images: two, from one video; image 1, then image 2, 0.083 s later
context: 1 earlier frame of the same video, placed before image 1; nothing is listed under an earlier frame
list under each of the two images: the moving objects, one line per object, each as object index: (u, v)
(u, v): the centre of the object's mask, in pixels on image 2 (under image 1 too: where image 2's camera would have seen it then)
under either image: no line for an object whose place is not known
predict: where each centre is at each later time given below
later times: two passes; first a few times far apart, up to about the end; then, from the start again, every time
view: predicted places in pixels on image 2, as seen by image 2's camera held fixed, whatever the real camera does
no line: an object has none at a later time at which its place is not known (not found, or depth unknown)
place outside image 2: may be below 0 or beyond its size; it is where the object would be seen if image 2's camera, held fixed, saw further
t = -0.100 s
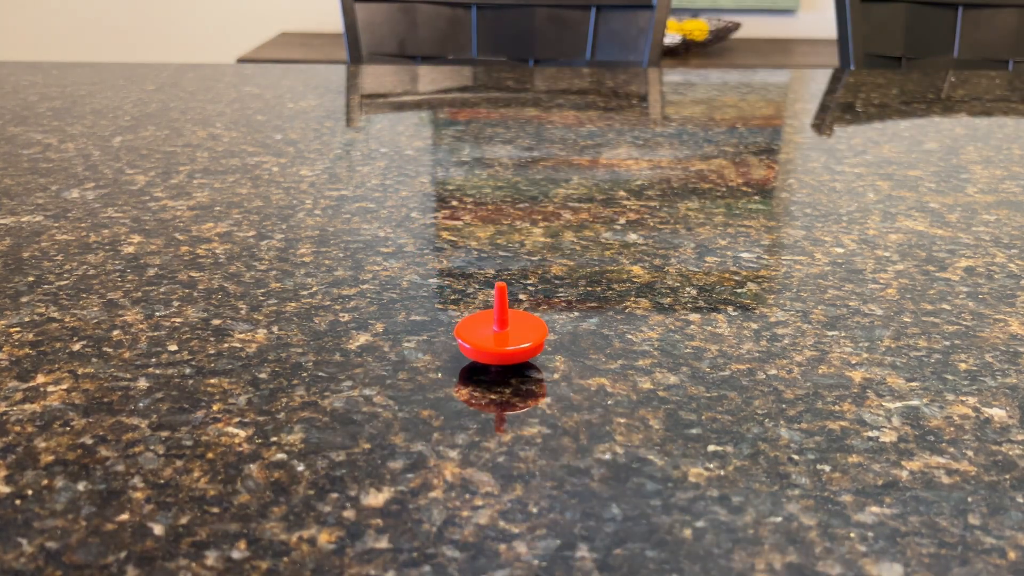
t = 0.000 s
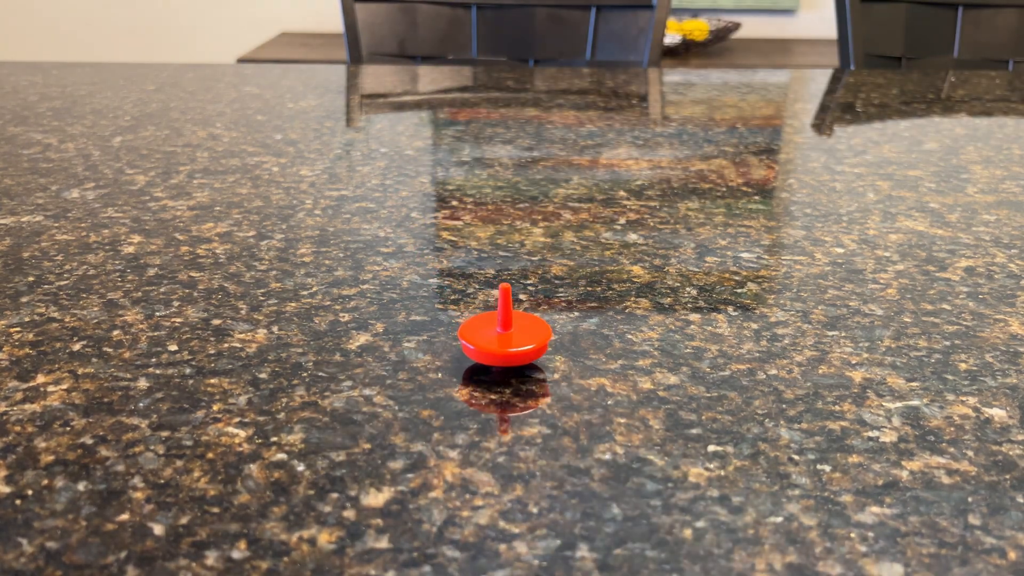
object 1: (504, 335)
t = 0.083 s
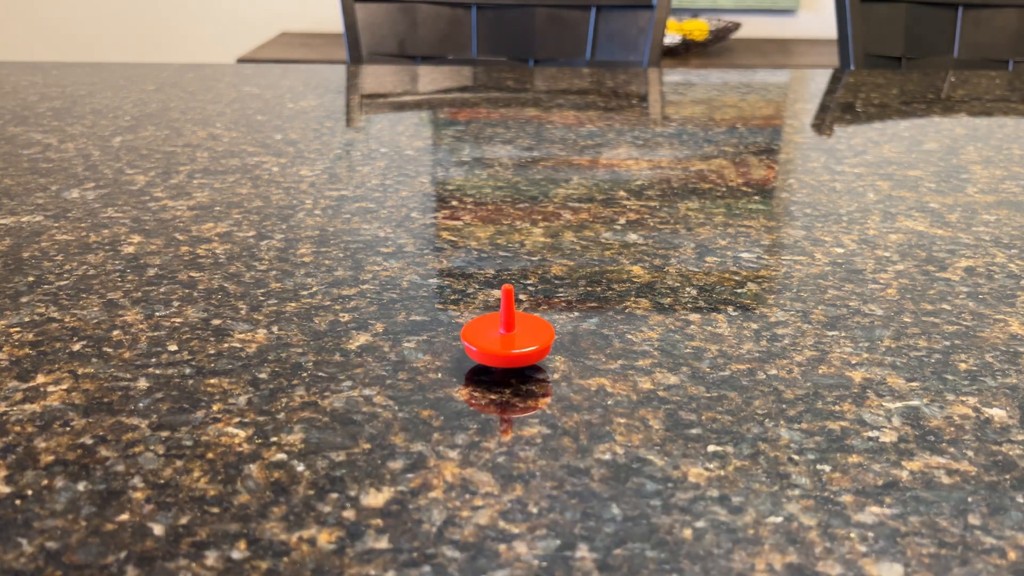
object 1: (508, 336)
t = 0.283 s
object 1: (515, 339)
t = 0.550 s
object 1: (530, 344)
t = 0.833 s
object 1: (551, 350)
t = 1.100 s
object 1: (576, 357)
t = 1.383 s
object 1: (606, 365)
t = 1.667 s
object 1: (641, 375)
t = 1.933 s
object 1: (678, 385)
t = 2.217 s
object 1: (720, 397)
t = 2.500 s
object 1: (764, 409)
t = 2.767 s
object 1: (806, 422)
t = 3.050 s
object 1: (854, 438)
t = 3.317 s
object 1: (901, 454)
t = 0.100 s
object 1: (509, 336)
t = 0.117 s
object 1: (509, 336)
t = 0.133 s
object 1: (510, 337)
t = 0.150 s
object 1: (510, 337)
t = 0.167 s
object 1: (511, 337)
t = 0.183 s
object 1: (512, 337)
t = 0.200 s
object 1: (512, 338)
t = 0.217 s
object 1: (513, 338)
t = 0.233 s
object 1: (513, 338)
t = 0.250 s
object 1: (514, 338)
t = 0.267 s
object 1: (515, 338)
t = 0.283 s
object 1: (515, 339)
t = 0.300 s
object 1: (516, 339)
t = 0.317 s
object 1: (517, 339)
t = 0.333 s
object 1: (518, 340)
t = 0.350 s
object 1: (519, 340)
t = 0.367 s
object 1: (520, 340)
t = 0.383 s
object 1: (521, 340)
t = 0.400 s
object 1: (521, 341)
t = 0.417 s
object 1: (522, 341)
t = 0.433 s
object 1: (523, 342)
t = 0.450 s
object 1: (524, 342)
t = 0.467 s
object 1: (525, 342)
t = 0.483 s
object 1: (526, 343)
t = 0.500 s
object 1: (526, 343)
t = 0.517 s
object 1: (528, 343)
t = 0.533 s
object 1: (529, 343)
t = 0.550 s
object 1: (530, 344)
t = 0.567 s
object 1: (531, 344)
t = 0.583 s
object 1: (532, 345)
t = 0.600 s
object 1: (534, 345)
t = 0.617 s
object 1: (535, 345)
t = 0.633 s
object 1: (536, 346)
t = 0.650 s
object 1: (537, 346)
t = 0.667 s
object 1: (538, 347)
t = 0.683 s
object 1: (539, 347)
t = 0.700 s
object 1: (541, 348)
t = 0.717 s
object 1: (542, 348)
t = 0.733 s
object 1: (543, 348)
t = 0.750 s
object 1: (545, 348)
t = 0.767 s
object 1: (546, 349)
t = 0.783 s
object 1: (548, 349)
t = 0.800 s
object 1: (549, 350)
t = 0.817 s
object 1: (550, 350)
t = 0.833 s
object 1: (551, 350)
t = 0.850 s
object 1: (553, 351)
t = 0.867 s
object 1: (555, 351)
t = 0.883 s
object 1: (556, 352)
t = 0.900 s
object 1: (557, 352)
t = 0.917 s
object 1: (559, 353)
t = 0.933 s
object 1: (560, 353)
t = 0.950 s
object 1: (562, 353)
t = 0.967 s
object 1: (563, 354)
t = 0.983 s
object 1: (565, 354)
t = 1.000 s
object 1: (566, 355)
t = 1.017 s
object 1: (568, 355)
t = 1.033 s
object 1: (569, 356)
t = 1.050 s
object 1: (571, 356)
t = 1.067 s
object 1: (573, 357)
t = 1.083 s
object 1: (574, 357)
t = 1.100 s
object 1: (576, 357)
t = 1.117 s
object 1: (578, 358)
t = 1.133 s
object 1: (579, 358)
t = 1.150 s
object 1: (581, 359)
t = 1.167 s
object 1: (582, 359)
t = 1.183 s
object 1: (584, 360)
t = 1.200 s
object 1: (586, 360)
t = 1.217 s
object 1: (588, 361)
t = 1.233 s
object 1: (590, 361)
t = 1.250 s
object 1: (591, 362)
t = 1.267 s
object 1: (593, 362)
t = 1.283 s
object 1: (595, 362)
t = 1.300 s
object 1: (597, 363)
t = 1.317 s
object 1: (598, 363)
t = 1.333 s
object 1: (601, 364)
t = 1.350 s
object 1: (602, 364)
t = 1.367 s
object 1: (604, 365)
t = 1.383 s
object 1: (606, 365)
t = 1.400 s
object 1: (608, 366)
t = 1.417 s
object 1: (610, 366)
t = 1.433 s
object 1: (612, 367)
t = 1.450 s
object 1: (614, 368)
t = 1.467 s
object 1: (616, 368)
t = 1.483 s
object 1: (618, 369)
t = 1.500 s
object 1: (620, 369)
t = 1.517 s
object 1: (622, 370)
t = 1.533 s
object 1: (624, 370)
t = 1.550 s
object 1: (626, 371)
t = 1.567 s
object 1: (628, 371)
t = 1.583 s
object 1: (630, 372)
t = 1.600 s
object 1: (633, 372)
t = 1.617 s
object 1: (634, 373)
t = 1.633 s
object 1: (637, 374)
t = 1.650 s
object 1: (639, 374)
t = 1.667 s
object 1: (641, 375)
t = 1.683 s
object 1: (643, 375)
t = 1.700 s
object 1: (646, 376)
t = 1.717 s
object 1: (648, 377)
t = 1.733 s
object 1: (650, 377)
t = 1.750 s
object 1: (652, 378)
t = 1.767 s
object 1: (654, 379)
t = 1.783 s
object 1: (656, 379)
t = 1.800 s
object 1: (658, 380)
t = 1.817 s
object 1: (661, 380)
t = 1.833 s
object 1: (663, 381)
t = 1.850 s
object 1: (666, 382)
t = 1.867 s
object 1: (668, 383)
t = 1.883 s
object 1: (671, 383)
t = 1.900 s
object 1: (673, 384)
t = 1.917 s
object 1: (675, 385)
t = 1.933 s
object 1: (678, 385)
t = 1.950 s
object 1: (680, 386)
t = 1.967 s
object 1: (683, 386)
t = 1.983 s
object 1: (685, 387)
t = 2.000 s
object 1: (687, 387)
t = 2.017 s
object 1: (690, 388)
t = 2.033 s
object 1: (692, 389)
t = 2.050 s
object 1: (695, 390)
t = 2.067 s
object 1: (697, 391)
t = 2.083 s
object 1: (699, 391)
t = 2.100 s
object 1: (702, 392)
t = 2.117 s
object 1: (704, 392)
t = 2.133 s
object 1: (707, 393)
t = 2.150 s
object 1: (709, 393)
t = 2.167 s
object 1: (712, 395)
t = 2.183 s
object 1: (715, 395)
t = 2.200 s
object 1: (717, 396)
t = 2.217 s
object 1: (720, 397)
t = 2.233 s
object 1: (722, 397)
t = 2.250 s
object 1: (725, 398)
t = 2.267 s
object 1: (727, 399)
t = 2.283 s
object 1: (730, 400)
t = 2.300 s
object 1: (732, 400)
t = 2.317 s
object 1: (735, 401)
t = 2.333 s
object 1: (737, 401)
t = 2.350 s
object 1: (740, 403)
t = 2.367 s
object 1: (743, 403)
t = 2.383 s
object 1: (745, 404)
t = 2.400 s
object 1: (748, 405)
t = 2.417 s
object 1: (750, 406)
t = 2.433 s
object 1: (753, 406)
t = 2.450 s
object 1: (755, 407)
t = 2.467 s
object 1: (758, 408)
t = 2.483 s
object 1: (760, 408)
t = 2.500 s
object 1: (764, 409)
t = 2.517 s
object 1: (766, 410)
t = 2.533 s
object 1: (769, 411)
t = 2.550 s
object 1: (771, 411)
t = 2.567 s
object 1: (774, 412)
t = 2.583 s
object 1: (777, 413)
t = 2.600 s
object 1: (780, 414)
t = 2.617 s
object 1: (782, 414)
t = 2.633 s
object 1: (785, 415)
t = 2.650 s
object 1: (787, 416)
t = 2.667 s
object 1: (790, 417)
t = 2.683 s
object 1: (793, 418)
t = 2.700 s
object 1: (796, 419)
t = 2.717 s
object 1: (798, 419)
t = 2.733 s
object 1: (801, 420)
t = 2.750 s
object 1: (804, 421)
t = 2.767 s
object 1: (806, 422)
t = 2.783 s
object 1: (809, 423)
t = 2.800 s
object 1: (812, 423)
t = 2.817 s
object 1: (815, 425)
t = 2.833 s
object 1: (817, 425)
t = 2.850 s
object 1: (820, 426)
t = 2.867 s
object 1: (823, 427)
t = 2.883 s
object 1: (826, 429)
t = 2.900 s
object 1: (828, 429)
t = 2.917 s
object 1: (831, 430)
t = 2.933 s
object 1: (834, 431)
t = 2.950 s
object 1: (837, 432)
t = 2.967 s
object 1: (840, 433)
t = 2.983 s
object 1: (842, 434)
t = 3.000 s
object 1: (845, 435)
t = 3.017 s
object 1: (848, 436)
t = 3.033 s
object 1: (851, 437)
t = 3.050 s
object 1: (854, 438)
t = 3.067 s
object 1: (857, 439)
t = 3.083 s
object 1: (860, 440)
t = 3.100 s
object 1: (864, 441)
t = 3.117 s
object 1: (866, 441)
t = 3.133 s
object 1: (869, 443)
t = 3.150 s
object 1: (872, 443)
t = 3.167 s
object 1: (875, 445)
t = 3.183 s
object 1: (878, 445)
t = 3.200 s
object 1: (881, 447)
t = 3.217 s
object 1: (884, 448)
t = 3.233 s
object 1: (887, 449)
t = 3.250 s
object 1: (890, 450)
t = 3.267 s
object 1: (893, 451)
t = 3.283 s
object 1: (896, 452)
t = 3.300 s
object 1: (898, 453)
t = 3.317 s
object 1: (901, 454)
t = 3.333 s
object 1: (904, 455)
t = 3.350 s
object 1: (907, 456)
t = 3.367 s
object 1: (910, 457)
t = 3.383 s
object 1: (913, 458)
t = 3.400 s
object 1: (915, 459)
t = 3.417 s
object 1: (918, 460)
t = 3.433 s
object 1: (921, 461)
